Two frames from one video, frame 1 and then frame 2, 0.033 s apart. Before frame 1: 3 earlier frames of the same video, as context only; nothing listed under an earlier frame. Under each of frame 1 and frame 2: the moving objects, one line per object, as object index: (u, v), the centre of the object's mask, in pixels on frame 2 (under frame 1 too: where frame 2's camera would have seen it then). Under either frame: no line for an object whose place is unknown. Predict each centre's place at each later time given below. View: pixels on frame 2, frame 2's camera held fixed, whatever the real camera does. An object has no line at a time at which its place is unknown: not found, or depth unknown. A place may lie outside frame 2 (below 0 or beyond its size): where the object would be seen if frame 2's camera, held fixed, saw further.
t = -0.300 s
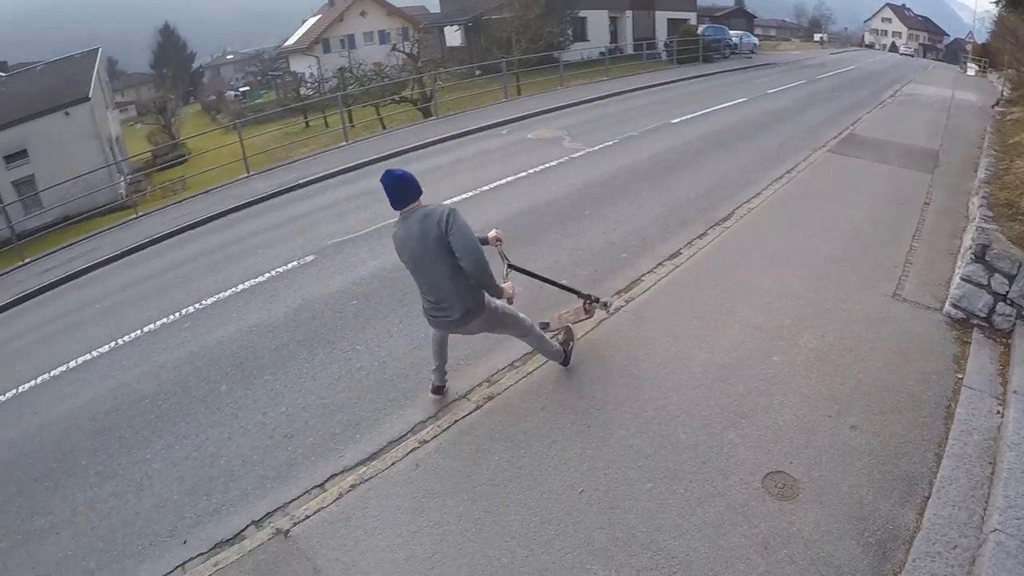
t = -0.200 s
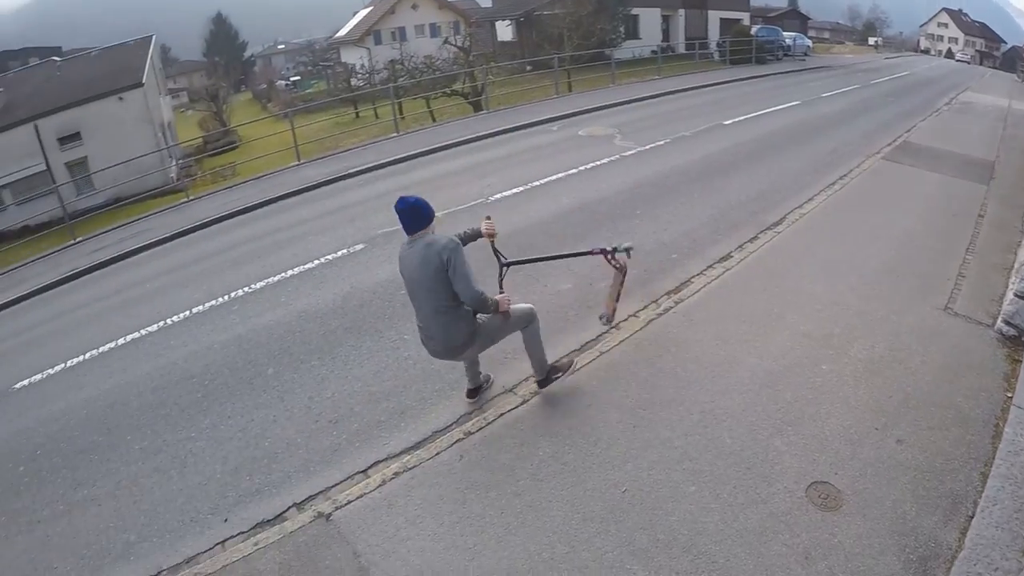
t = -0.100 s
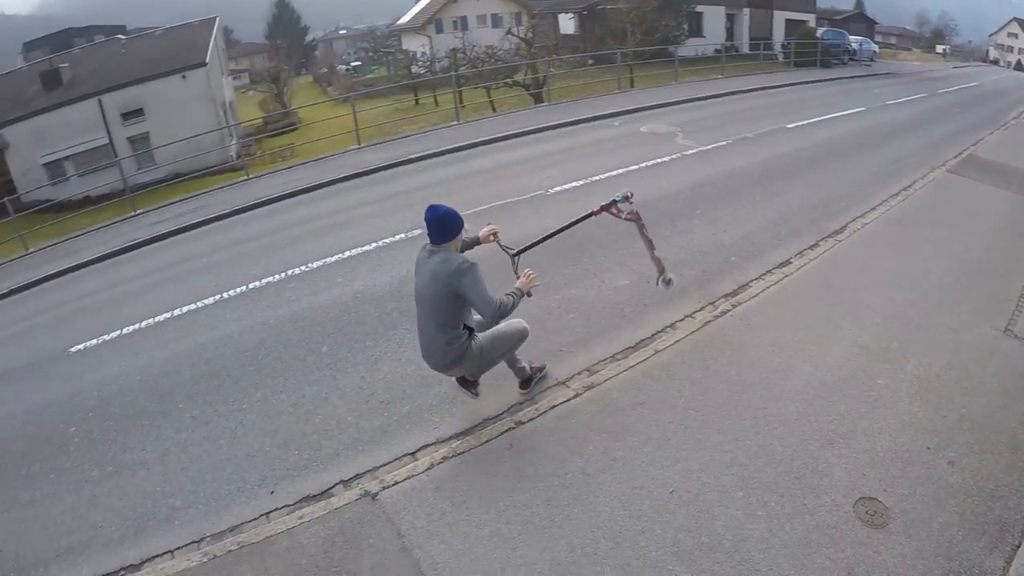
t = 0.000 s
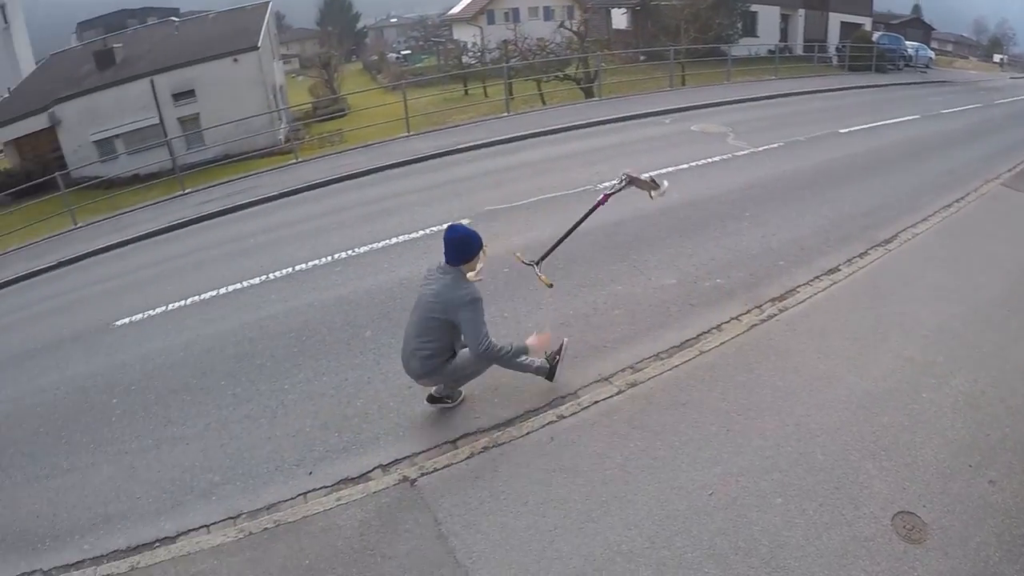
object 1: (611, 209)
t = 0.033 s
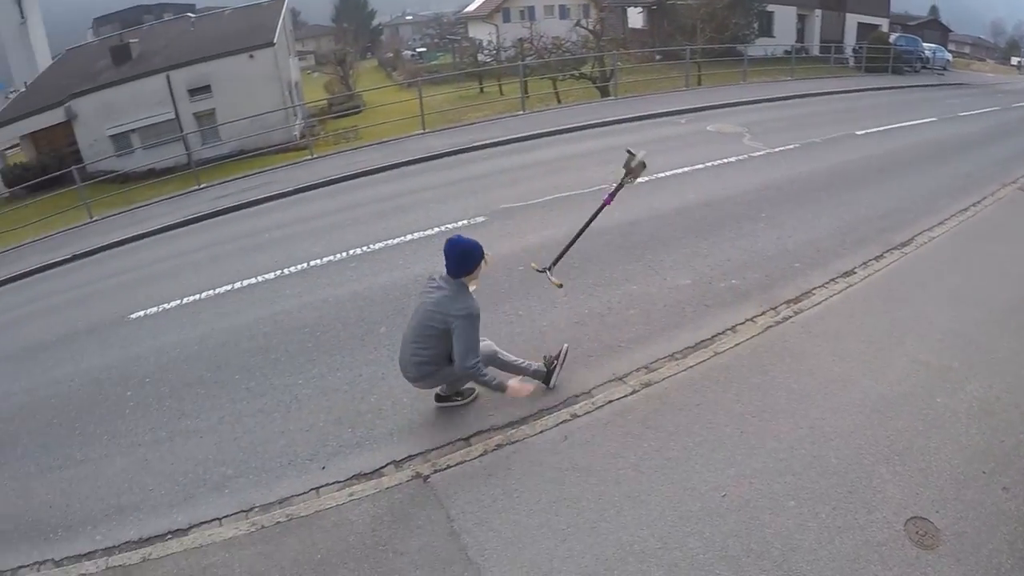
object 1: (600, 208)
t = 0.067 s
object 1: (596, 199)
